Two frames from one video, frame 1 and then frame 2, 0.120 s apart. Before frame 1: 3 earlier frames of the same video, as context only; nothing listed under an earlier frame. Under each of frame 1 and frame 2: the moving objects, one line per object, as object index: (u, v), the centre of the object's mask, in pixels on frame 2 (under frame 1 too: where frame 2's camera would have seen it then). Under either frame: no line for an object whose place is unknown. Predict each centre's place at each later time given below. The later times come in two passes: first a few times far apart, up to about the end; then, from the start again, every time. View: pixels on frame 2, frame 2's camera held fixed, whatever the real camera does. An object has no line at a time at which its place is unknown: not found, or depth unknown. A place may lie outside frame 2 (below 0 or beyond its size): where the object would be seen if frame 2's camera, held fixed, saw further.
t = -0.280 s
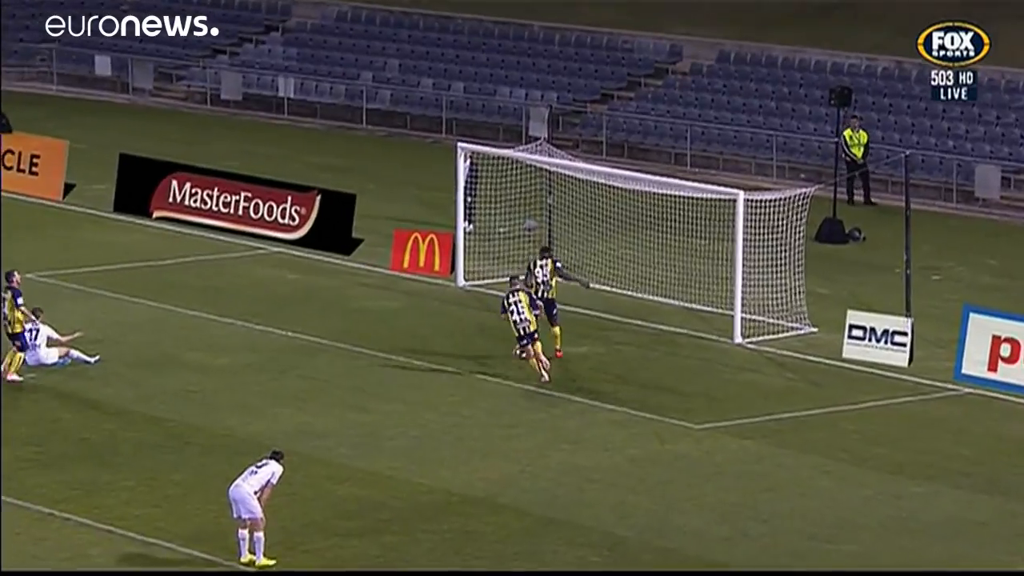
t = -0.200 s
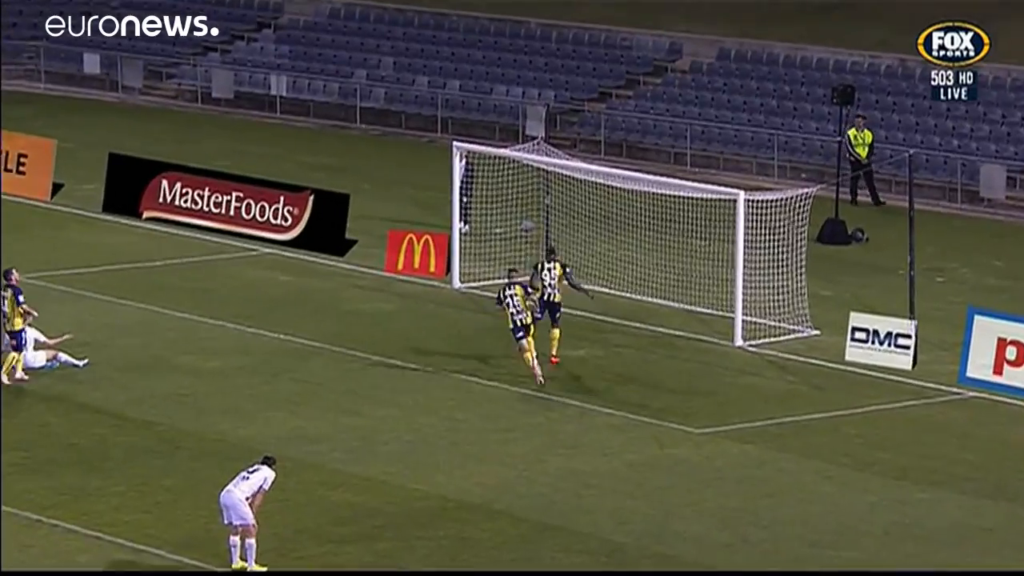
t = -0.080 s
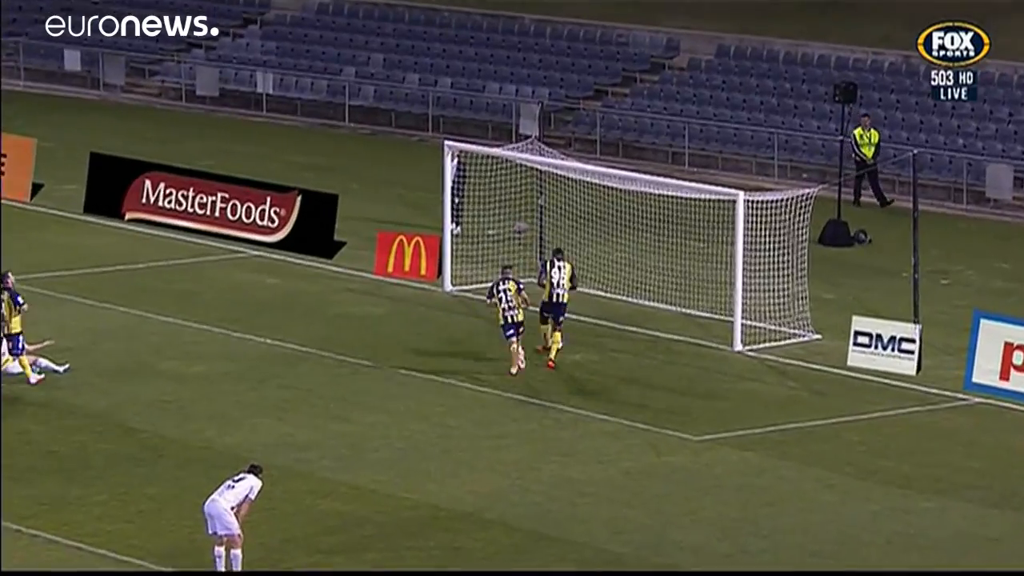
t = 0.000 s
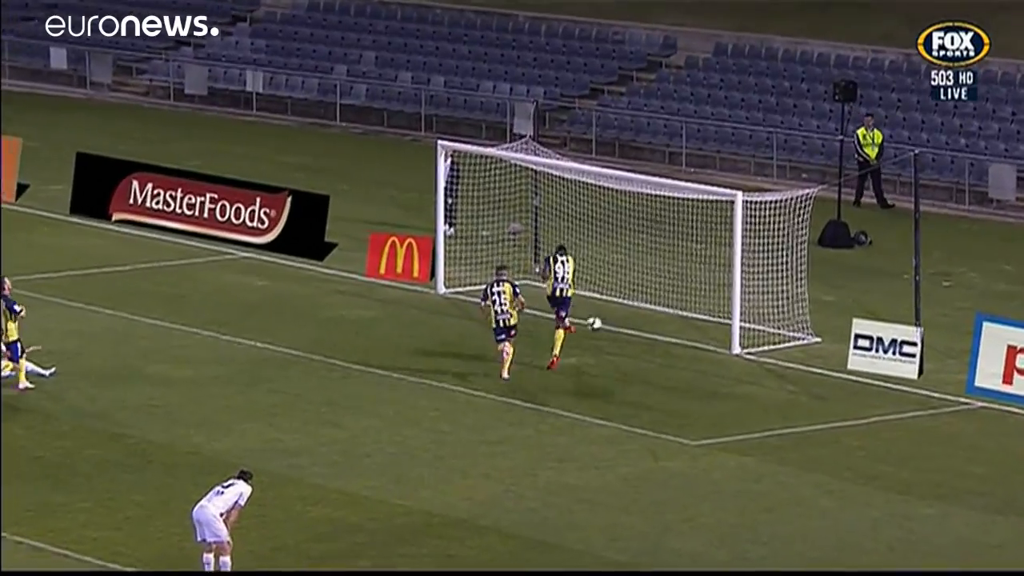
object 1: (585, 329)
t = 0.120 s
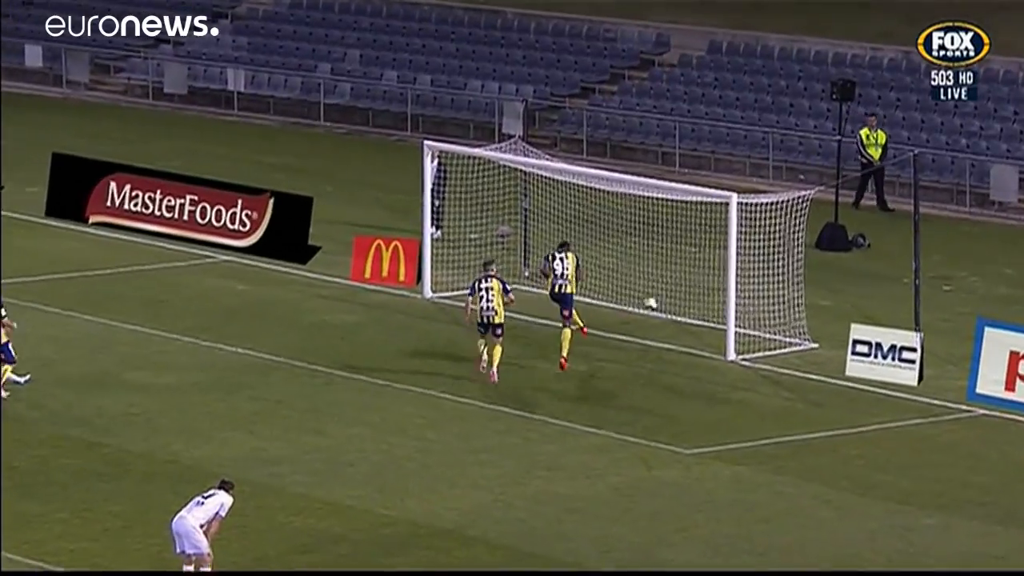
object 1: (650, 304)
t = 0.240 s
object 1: (688, 291)
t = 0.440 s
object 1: (648, 268)
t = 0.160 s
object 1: (672, 299)
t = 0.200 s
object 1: (688, 294)
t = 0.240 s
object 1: (688, 291)
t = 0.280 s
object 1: (684, 288)
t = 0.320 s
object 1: (676, 280)
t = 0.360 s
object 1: (667, 276)
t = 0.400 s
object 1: (658, 272)
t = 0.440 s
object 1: (648, 268)
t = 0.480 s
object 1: (638, 265)
